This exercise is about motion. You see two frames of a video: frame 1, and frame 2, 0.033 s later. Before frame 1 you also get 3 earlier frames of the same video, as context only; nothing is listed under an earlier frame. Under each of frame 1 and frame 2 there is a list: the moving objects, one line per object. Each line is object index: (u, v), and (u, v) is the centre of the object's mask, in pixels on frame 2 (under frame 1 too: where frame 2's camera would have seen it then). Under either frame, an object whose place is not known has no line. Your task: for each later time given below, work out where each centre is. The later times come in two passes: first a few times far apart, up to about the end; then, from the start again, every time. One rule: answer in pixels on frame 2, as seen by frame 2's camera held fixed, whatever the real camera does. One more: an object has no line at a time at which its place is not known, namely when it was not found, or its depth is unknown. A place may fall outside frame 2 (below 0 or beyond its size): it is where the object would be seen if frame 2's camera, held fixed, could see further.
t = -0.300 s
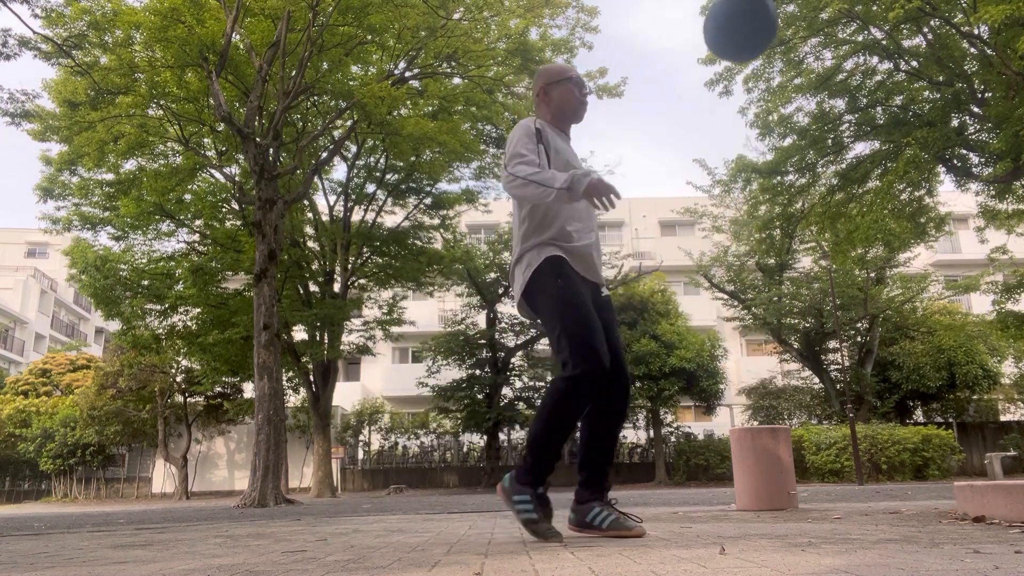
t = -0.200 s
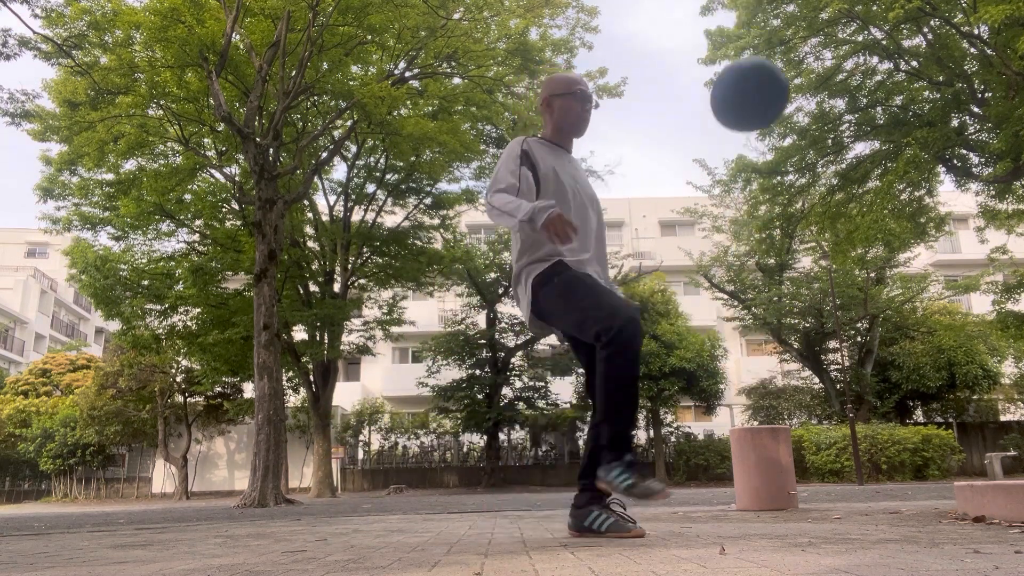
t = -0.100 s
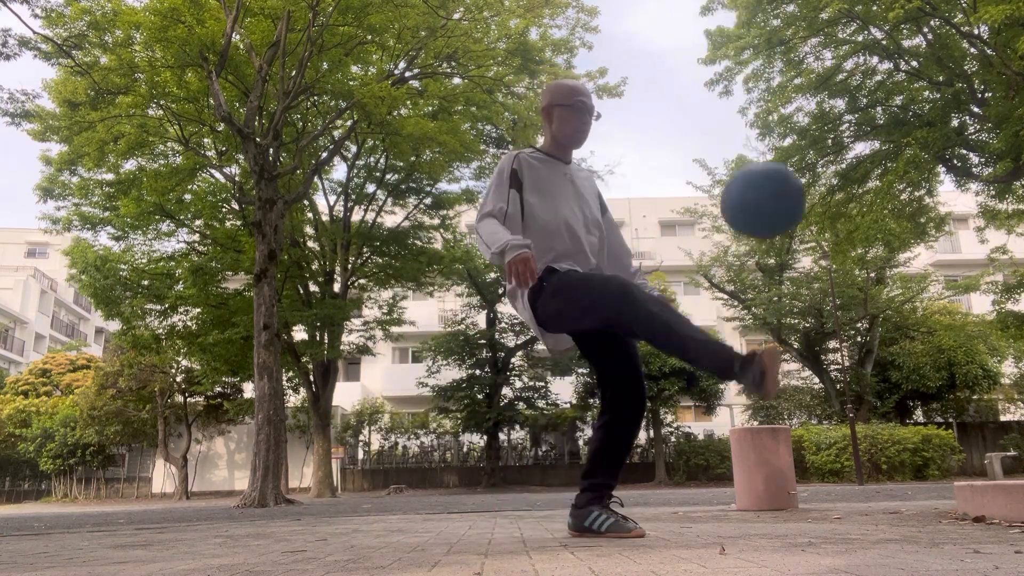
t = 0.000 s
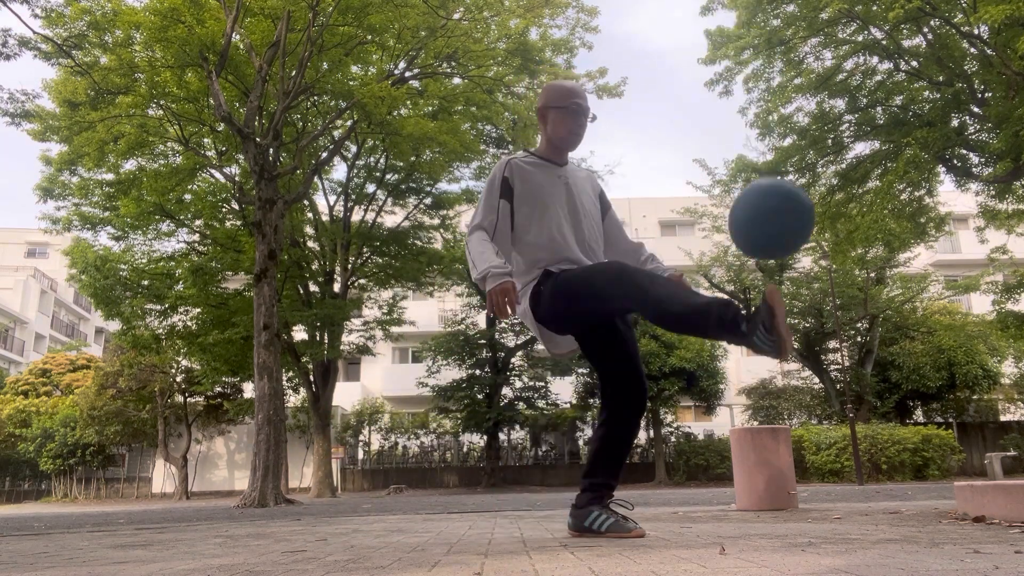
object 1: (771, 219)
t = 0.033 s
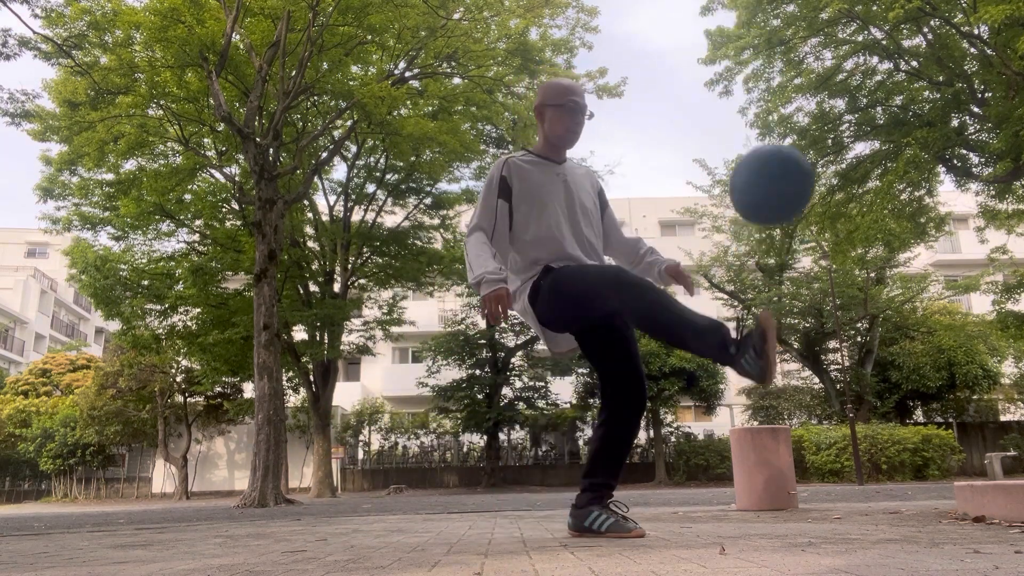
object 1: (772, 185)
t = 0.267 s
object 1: (785, 54)
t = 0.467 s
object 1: (812, 78)
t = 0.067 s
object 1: (772, 154)
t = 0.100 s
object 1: (773, 128)
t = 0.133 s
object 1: (774, 106)
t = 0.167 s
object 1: (776, 87)
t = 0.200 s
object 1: (779, 73)
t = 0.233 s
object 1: (781, 62)
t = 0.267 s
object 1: (785, 54)
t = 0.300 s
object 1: (788, 50)
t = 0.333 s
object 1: (792, 49)
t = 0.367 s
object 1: (796, 51)
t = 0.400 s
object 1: (801, 57)
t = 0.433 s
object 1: (806, 66)
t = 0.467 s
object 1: (812, 78)
